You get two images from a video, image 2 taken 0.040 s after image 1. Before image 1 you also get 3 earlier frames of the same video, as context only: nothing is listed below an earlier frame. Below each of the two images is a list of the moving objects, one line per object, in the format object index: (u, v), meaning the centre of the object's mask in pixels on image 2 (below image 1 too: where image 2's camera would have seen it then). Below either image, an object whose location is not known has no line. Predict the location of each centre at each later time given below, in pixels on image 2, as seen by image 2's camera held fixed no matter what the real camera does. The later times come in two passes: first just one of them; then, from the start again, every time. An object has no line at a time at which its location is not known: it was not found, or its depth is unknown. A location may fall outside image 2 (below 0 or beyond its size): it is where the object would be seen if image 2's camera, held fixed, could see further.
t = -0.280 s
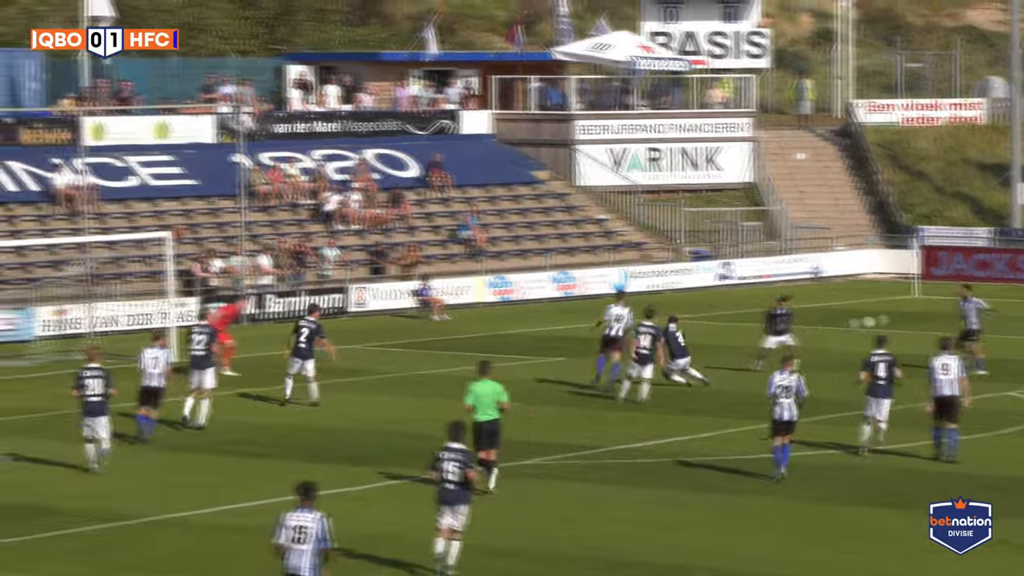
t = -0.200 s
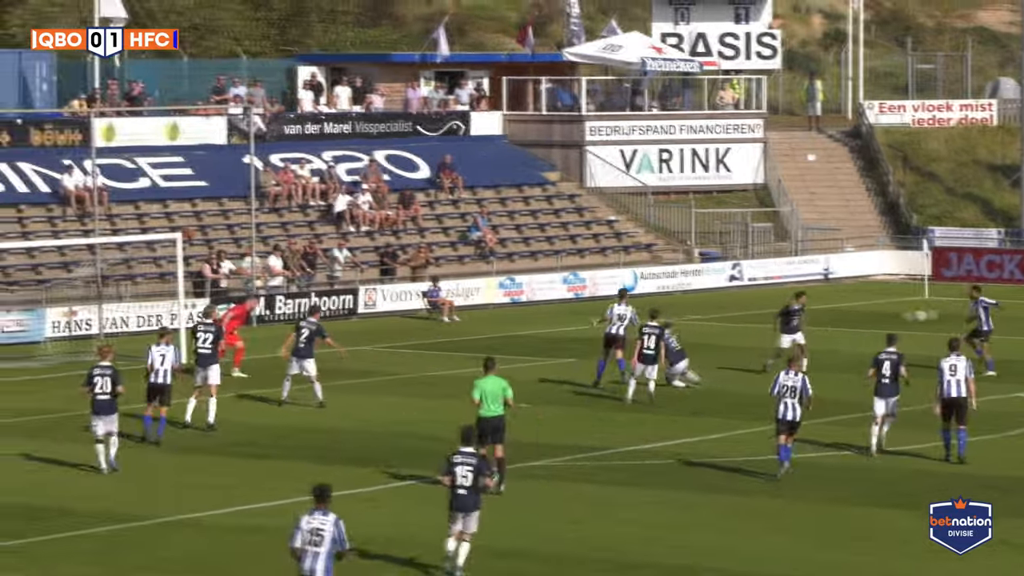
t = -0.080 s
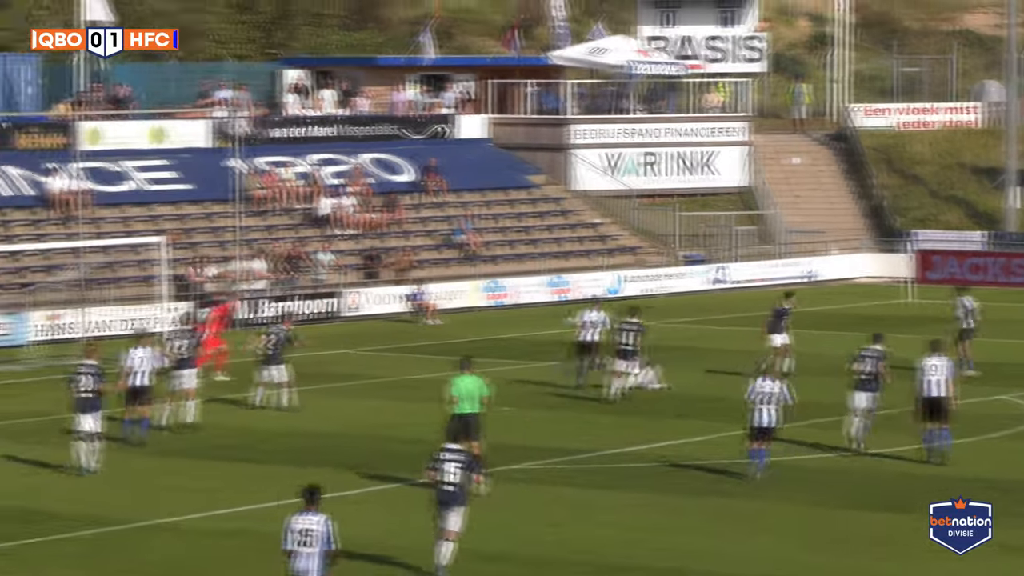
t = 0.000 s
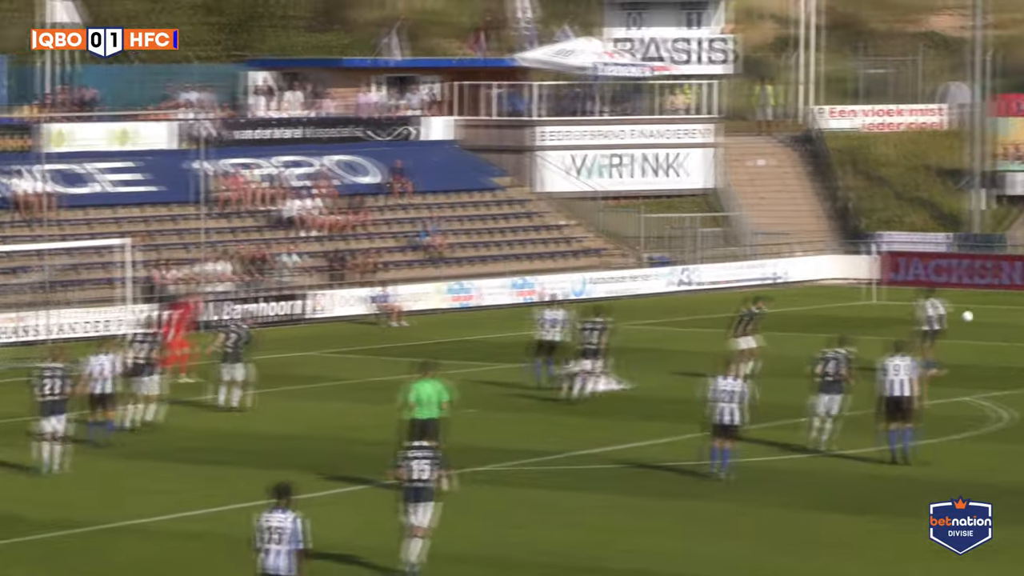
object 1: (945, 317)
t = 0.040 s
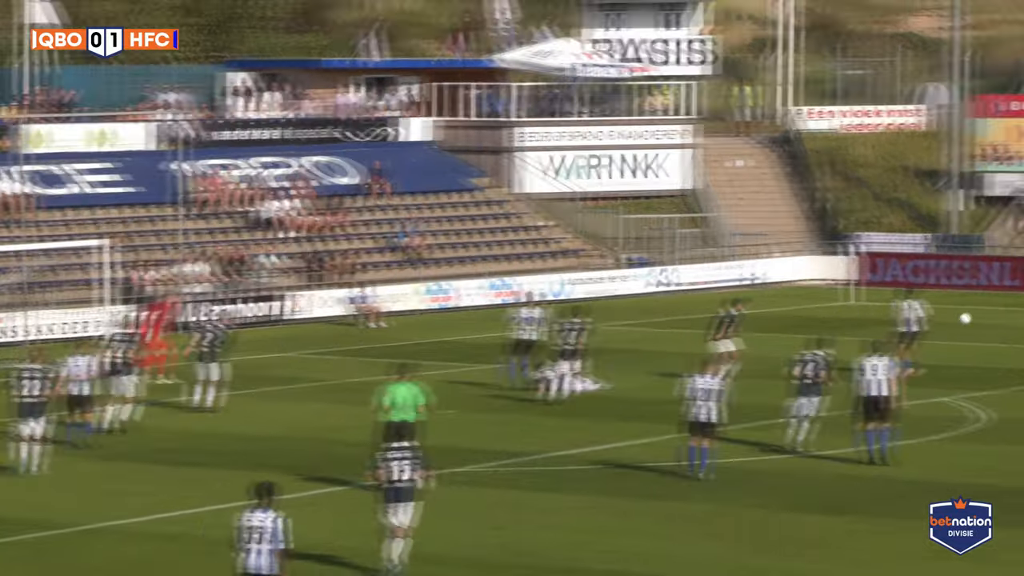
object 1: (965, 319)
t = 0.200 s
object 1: (1043, 333)
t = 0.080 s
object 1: (984, 321)
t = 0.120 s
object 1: (1004, 325)
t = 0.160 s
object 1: (1024, 328)
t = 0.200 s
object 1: (1043, 333)
